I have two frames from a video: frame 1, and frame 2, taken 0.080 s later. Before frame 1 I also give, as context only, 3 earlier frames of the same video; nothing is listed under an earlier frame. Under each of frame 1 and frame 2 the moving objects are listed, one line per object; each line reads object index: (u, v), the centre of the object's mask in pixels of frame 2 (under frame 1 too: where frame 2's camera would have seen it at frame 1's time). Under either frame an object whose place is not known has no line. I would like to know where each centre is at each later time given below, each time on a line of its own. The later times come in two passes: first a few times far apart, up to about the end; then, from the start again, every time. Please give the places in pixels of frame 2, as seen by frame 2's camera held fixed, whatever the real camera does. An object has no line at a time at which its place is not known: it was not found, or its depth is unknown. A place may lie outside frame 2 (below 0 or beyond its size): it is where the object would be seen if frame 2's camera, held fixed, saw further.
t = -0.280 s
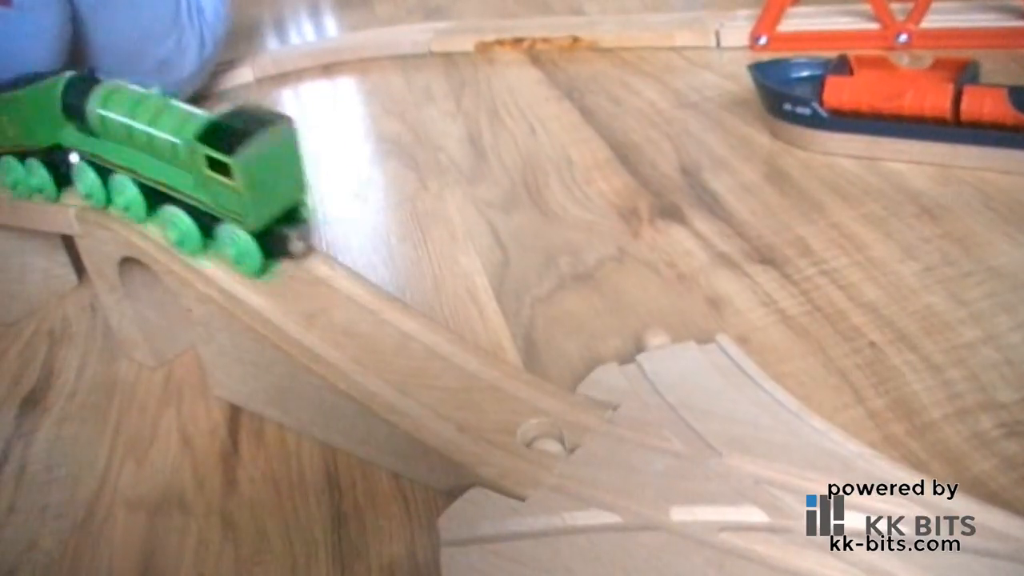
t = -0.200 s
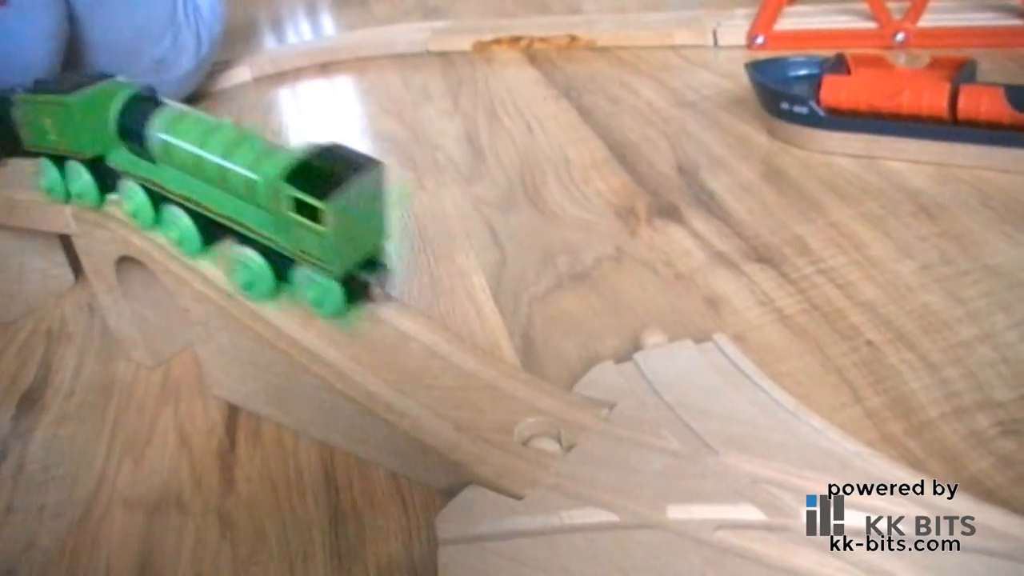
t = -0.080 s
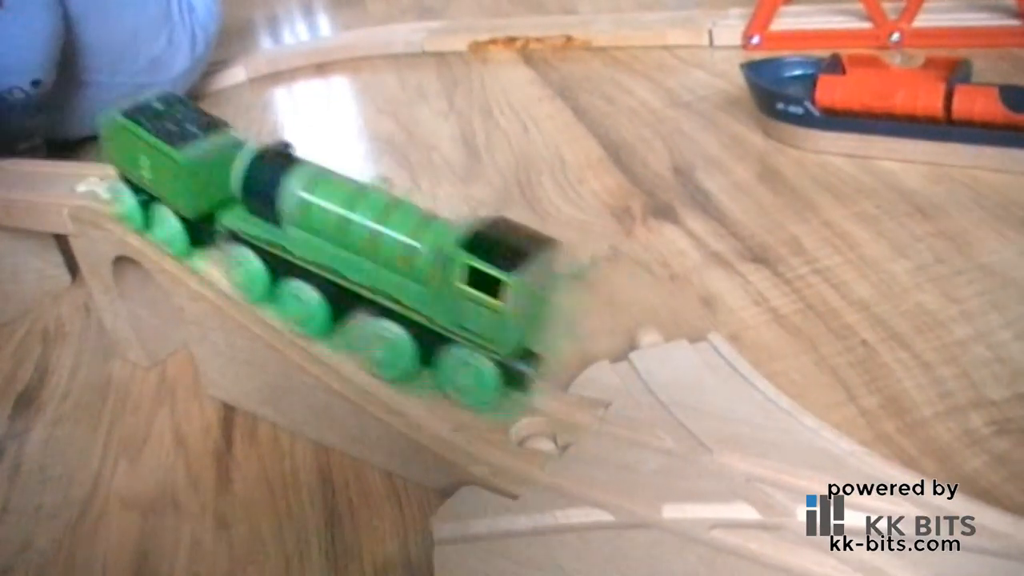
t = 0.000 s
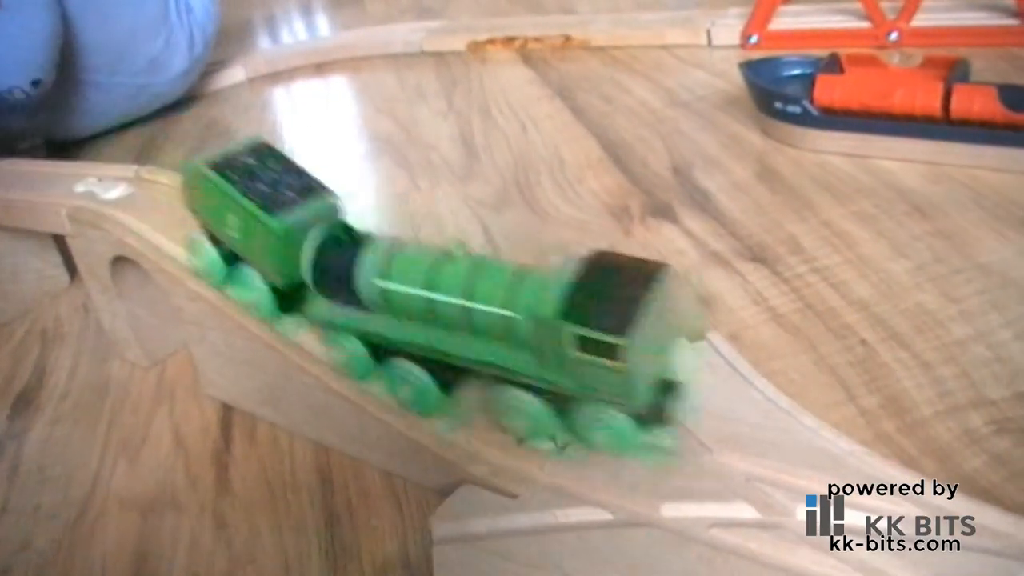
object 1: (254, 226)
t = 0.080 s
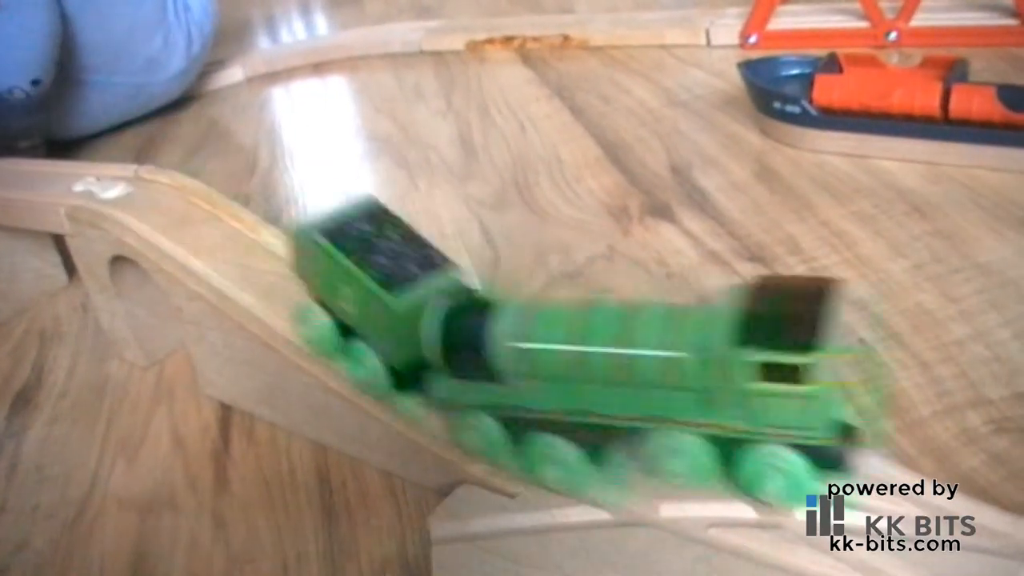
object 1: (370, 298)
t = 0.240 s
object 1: (619, 407)
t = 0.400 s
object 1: (725, 428)
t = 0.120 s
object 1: (438, 337)
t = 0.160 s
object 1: (499, 366)
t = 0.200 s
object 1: (564, 391)
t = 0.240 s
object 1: (619, 407)
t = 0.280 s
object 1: (666, 410)
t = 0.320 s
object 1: (694, 418)
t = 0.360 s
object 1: (712, 427)
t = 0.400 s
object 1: (725, 428)
